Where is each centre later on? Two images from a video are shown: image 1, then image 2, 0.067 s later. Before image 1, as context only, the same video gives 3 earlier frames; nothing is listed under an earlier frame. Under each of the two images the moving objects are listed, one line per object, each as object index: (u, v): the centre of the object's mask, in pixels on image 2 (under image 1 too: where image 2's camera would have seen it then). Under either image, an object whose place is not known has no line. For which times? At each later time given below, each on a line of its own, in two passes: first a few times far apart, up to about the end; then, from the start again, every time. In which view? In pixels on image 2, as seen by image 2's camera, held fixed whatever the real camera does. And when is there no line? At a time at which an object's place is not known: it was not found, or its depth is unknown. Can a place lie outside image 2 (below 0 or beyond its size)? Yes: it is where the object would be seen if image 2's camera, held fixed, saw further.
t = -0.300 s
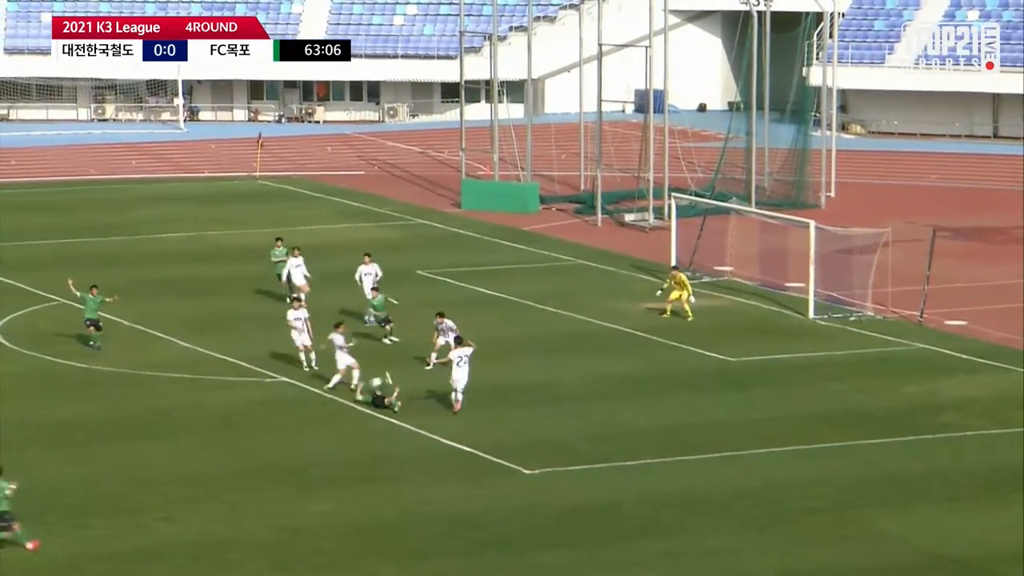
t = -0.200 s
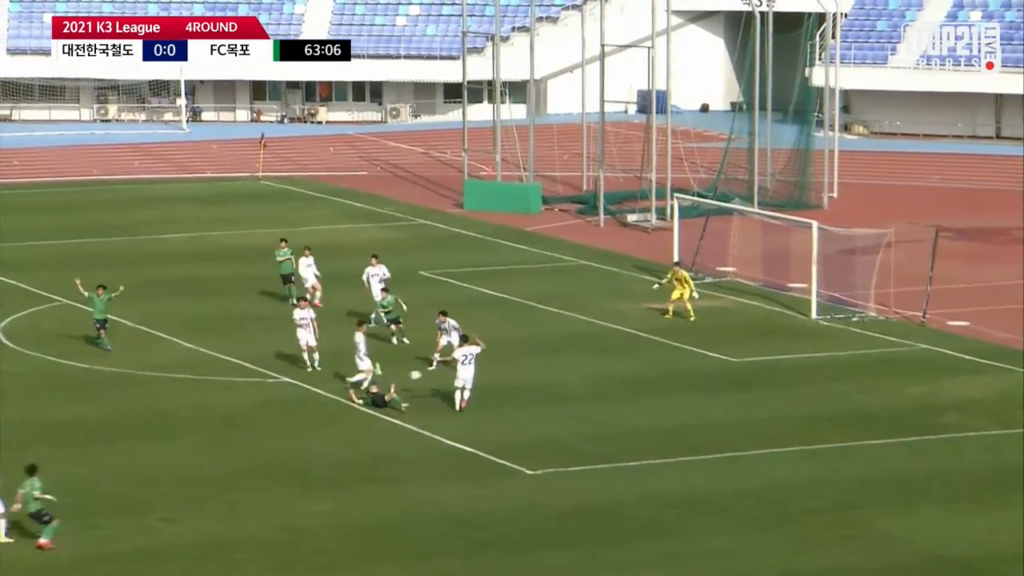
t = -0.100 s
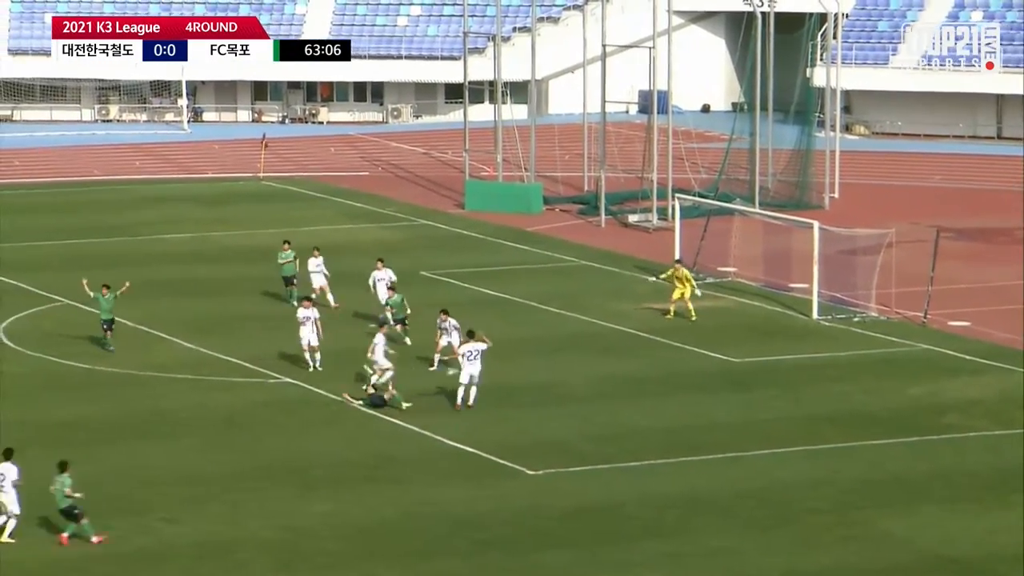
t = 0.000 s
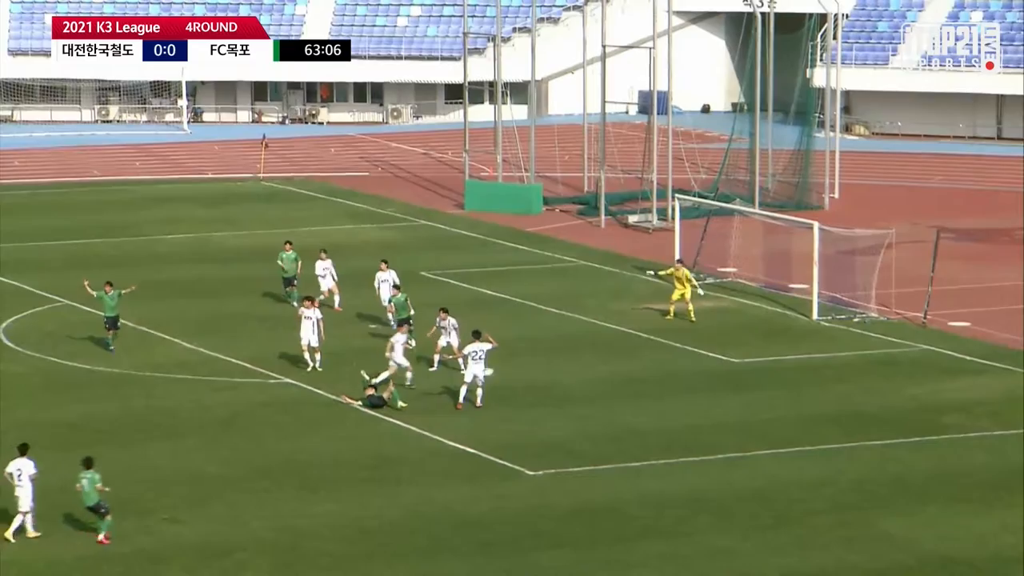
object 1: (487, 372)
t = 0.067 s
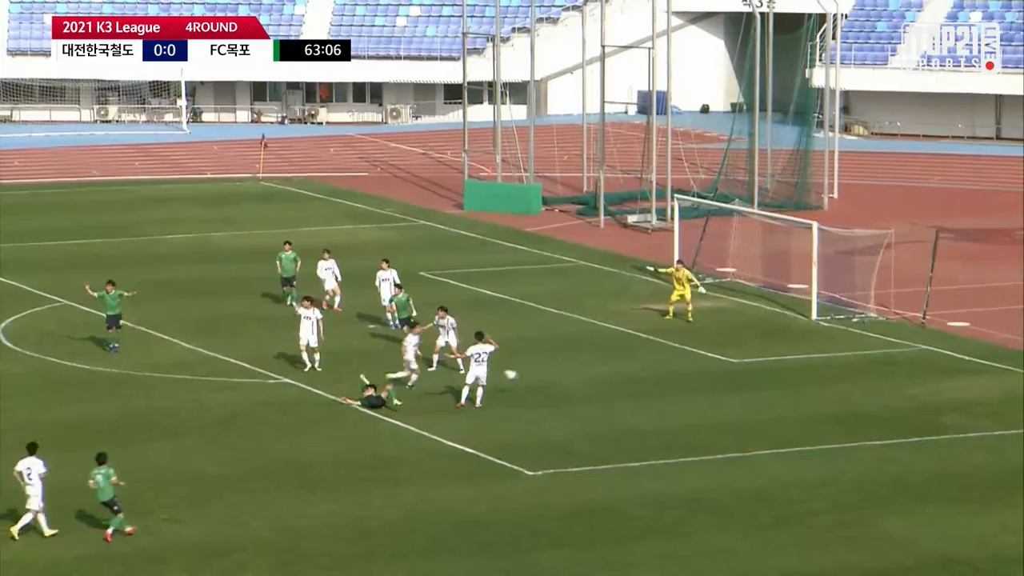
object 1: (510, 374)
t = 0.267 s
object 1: (577, 390)
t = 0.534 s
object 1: (646, 384)
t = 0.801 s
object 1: (698, 390)
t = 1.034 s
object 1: (729, 391)
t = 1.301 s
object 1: (755, 388)
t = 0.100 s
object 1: (522, 376)
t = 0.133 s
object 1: (532, 378)
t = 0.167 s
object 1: (543, 381)
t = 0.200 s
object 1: (556, 383)
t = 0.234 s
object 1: (567, 387)
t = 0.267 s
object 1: (577, 390)
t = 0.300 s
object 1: (589, 394)
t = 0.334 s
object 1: (598, 392)
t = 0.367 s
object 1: (605, 390)
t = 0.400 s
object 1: (614, 388)
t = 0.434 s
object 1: (622, 387)
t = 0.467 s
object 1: (630, 385)
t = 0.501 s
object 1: (638, 385)
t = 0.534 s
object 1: (646, 384)
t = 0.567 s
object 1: (653, 385)
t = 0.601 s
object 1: (660, 386)
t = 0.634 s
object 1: (667, 387)
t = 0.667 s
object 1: (675, 389)
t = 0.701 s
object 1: (682, 391)
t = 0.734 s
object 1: (690, 393)
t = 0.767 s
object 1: (694, 391)
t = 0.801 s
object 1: (698, 390)
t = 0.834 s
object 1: (703, 389)
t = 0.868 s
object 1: (708, 389)
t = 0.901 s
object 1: (712, 388)
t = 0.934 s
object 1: (716, 388)
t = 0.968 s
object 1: (721, 389)
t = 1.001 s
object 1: (725, 390)
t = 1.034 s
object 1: (729, 391)
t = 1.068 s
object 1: (733, 390)
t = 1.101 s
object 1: (735, 390)
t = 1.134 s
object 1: (739, 389)
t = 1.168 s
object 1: (742, 389)
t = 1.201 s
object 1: (746, 389)
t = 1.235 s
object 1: (748, 389)
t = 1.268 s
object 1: (752, 388)
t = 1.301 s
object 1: (755, 388)
